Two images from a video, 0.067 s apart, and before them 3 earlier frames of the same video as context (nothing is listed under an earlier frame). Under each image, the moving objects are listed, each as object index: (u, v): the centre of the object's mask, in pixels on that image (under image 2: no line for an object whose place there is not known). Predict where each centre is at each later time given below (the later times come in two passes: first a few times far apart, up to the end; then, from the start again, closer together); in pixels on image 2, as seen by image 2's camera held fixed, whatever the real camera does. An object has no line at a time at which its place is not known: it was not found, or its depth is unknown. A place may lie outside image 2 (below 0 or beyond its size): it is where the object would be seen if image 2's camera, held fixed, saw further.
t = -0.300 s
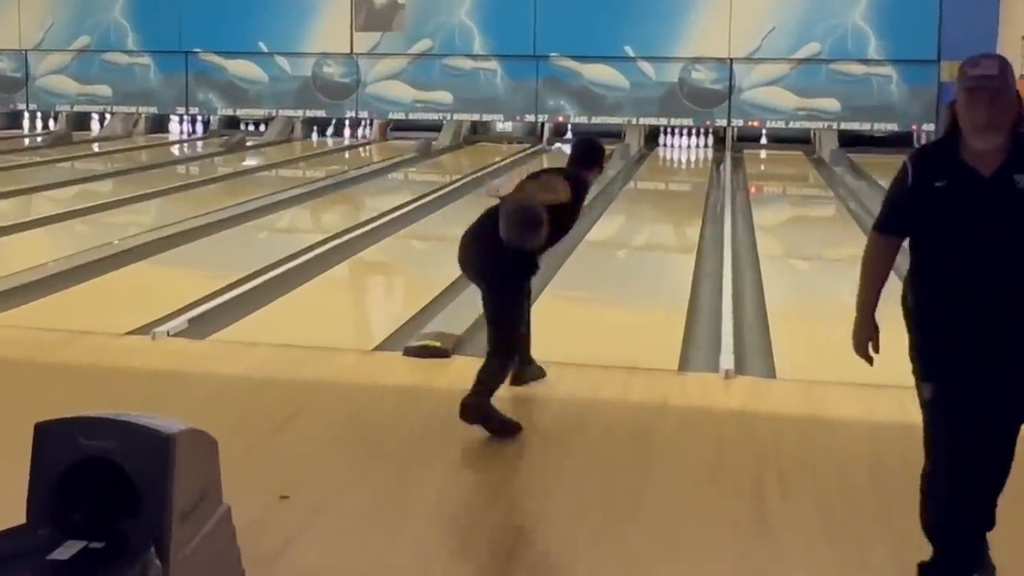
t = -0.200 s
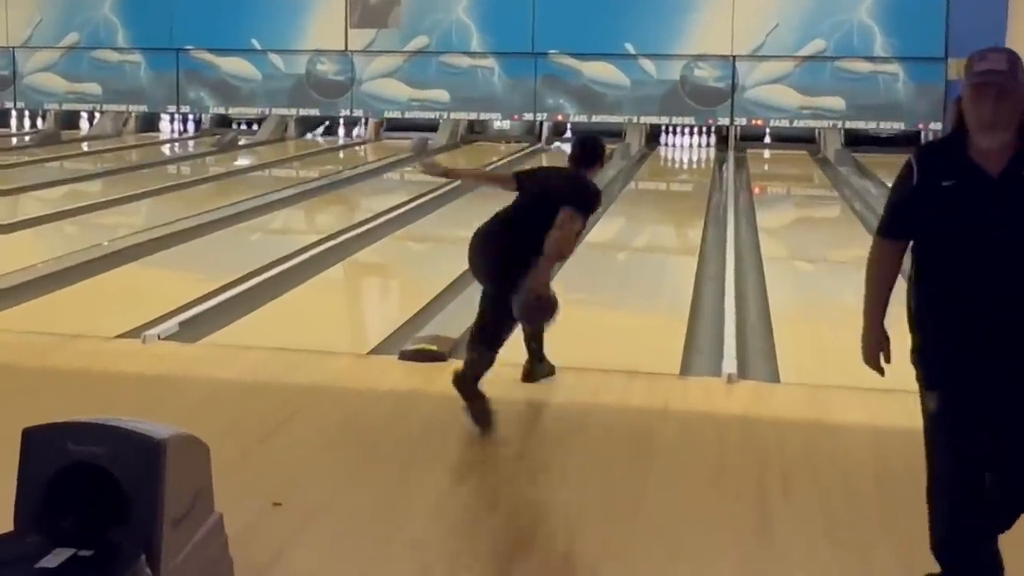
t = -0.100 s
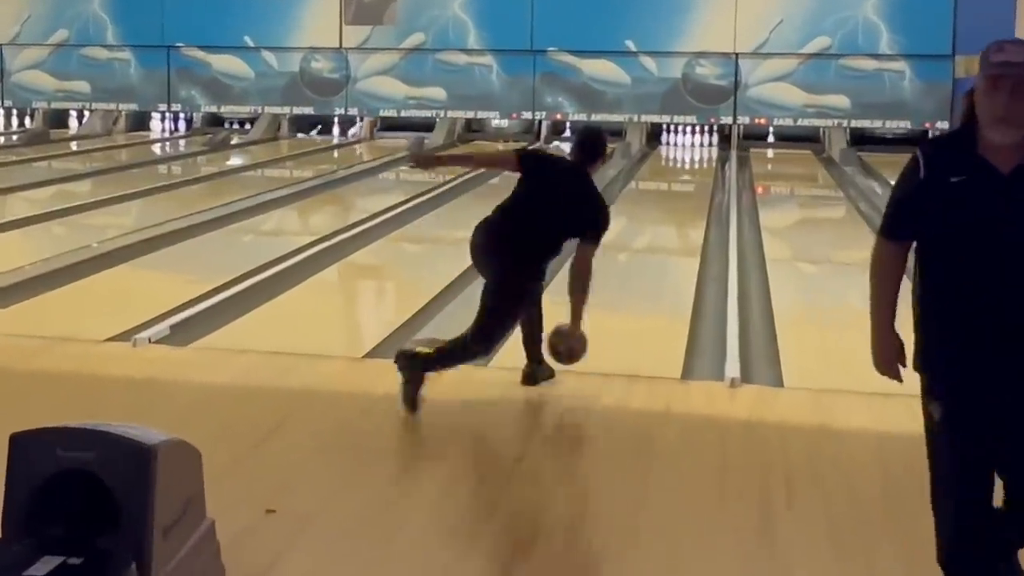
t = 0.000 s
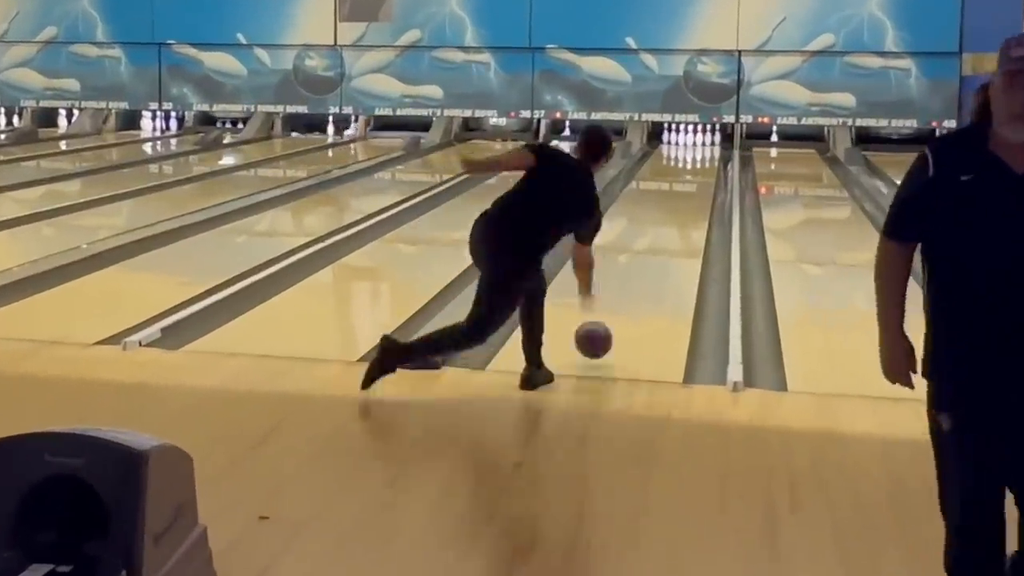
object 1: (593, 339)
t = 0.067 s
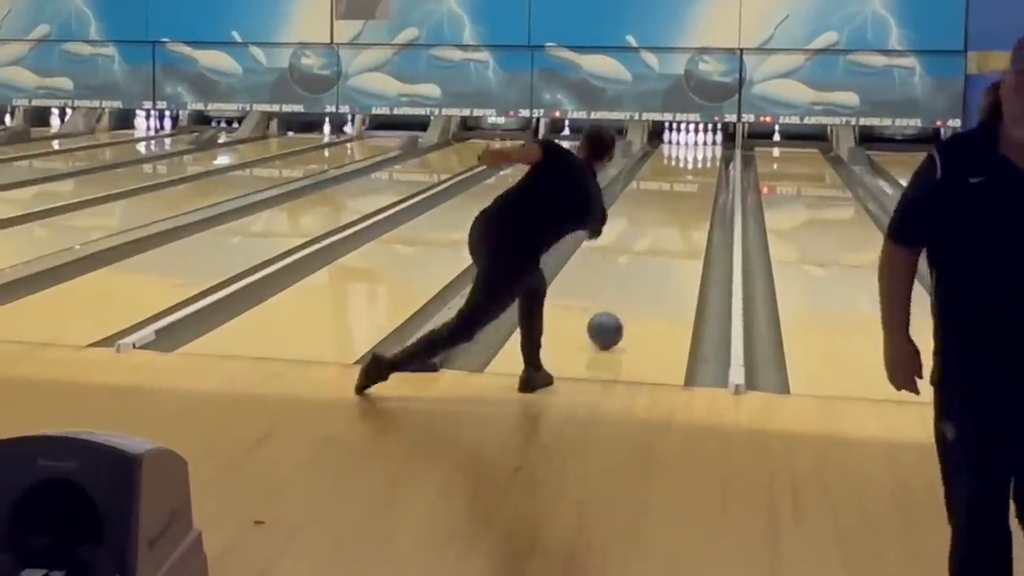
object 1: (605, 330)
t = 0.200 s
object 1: (625, 299)
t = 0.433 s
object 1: (651, 256)
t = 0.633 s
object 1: (668, 231)
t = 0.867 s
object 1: (682, 208)
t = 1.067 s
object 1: (692, 192)
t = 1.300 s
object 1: (700, 179)
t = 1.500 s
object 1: (704, 168)
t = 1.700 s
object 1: (707, 159)
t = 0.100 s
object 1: (611, 322)
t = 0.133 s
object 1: (616, 314)
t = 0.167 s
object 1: (621, 306)
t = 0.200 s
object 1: (625, 299)
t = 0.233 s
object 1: (629, 292)
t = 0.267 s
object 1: (634, 285)
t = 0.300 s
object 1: (637, 279)
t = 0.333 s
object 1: (641, 273)
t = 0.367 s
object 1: (645, 267)
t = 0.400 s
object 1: (648, 262)
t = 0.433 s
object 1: (651, 256)
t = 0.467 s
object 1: (654, 252)
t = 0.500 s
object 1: (657, 247)
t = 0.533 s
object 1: (660, 243)
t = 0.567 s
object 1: (663, 238)
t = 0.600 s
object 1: (665, 234)
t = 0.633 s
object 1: (668, 231)
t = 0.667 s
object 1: (670, 227)
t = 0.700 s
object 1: (673, 223)
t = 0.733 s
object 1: (674, 220)
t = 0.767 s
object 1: (677, 217)
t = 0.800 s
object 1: (679, 214)
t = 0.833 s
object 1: (681, 211)
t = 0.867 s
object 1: (682, 208)
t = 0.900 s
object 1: (684, 205)
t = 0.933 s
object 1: (686, 202)
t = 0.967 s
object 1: (688, 200)
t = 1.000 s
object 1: (689, 198)
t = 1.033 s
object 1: (691, 195)
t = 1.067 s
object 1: (692, 192)
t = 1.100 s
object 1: (694, 190)
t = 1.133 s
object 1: (695, 188)
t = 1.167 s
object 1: (696, 186)
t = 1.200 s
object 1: (697, 184)
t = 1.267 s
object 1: (699, 180)
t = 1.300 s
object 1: (700, 179)
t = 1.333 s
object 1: (701, 177)
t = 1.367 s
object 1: (702, 175)
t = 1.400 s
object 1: (702, 173)
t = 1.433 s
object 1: (703, 171)
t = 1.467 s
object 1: (703, 170)
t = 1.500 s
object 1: (704, 168)
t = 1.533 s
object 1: (705, 167)
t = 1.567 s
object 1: (705, 165)
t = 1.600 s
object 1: (706, 163)
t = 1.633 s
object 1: (706, 162)
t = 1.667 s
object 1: (707, 160)
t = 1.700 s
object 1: (707, 159)
